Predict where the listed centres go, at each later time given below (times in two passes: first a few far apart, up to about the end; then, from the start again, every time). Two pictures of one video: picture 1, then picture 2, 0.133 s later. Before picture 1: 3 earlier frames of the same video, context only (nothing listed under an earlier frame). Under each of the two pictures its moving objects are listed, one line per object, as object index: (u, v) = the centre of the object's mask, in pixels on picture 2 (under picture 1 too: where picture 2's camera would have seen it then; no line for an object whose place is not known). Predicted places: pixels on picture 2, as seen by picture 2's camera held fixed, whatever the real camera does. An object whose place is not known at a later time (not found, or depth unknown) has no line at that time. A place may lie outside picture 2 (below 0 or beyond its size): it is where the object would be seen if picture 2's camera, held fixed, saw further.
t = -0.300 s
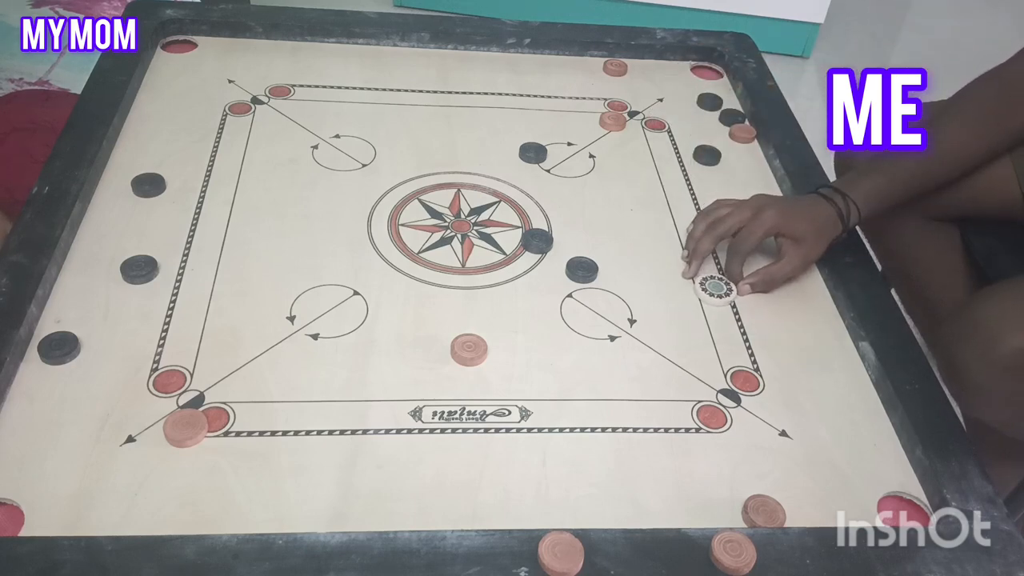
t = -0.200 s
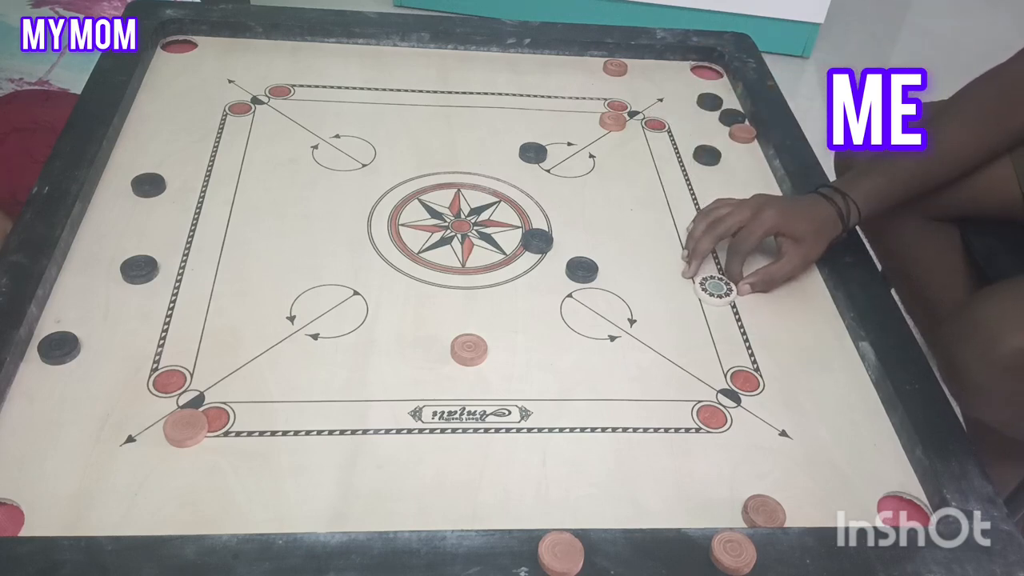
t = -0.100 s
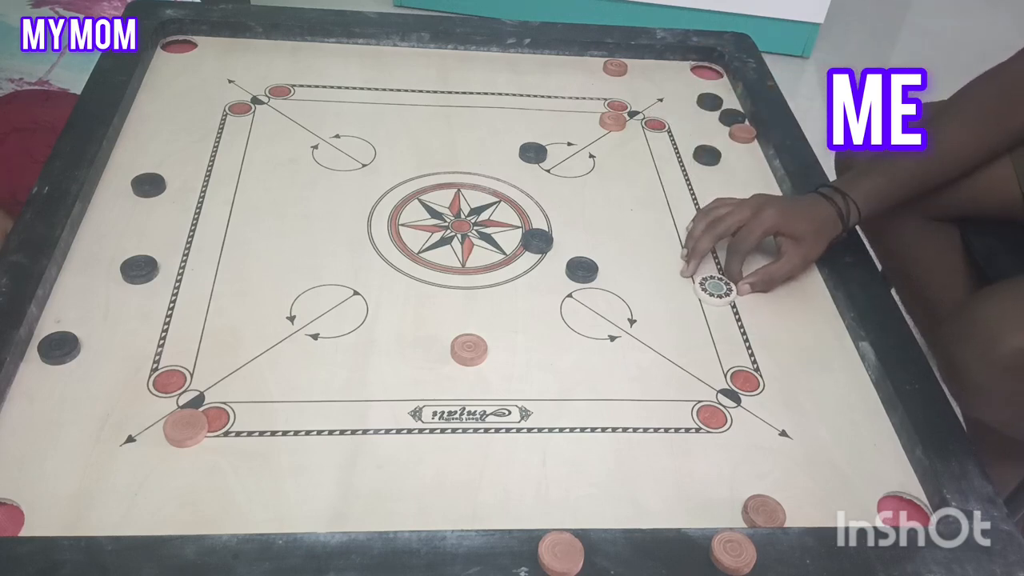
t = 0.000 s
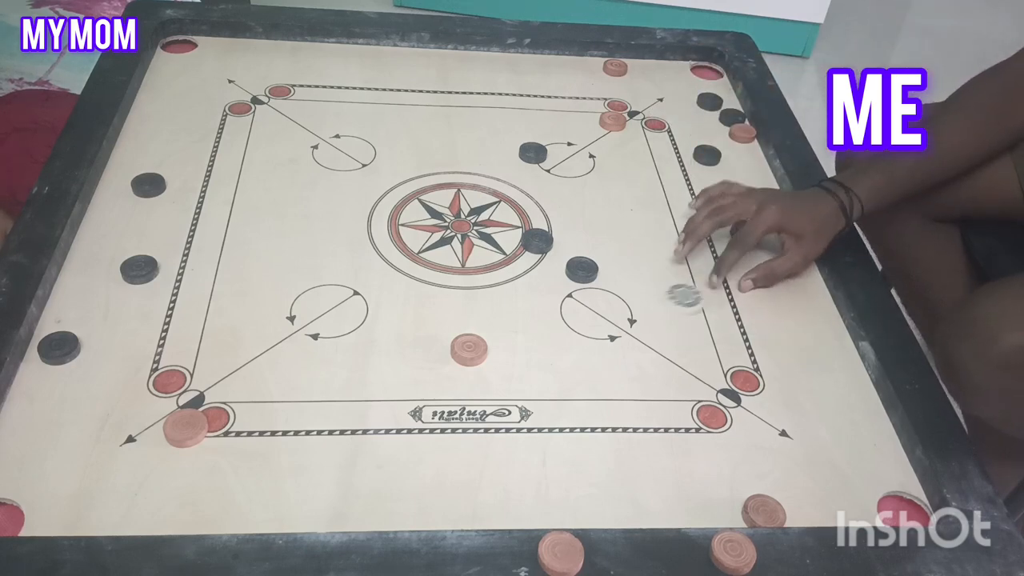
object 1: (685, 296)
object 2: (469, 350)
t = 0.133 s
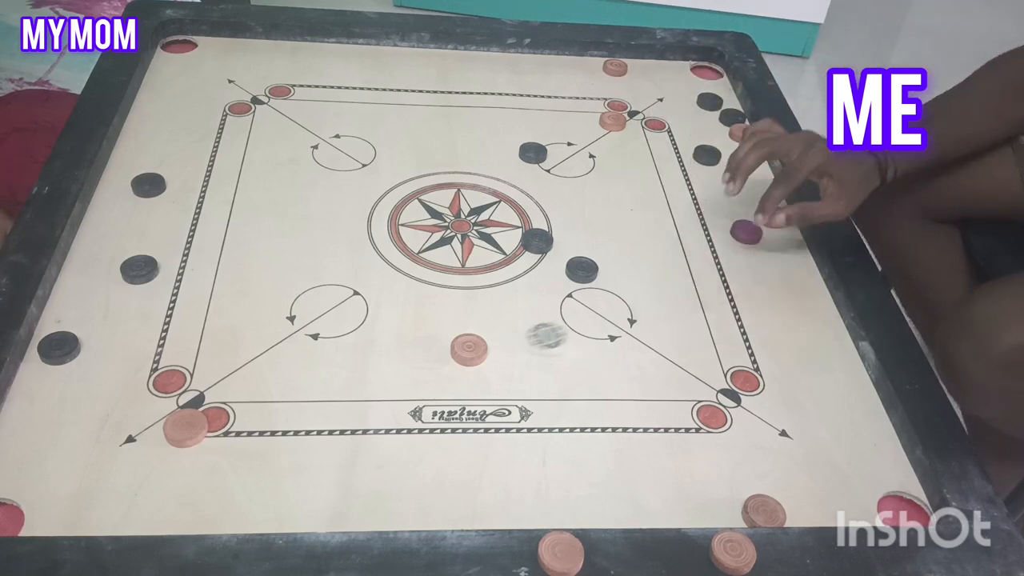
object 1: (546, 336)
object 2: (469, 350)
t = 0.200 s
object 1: (494, 358)
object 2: (431, 352)
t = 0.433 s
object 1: (381, 433)
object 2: (159, 386)
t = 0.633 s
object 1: (290, 507)
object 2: (58, 419)
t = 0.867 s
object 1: (237, 486)
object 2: (158, 463)
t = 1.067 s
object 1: (246, 470)
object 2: (137, 482)
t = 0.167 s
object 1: (511, 347)
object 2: (469, 350)
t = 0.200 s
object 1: (494, 358)
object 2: (431, 352)
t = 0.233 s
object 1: (477, 368)
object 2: (388, 357)
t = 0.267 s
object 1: (460, 378)
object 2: (347, 362)
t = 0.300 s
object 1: (444, 388)
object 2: (309, 366)
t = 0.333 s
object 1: (428, 401)
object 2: (269, 372)
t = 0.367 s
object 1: (412, 412)
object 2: (231, 376)
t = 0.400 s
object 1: (398, 421)
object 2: (196, 380)
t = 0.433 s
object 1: (381, 433)
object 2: (159, 386)
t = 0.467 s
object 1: (367, 443)
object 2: (119, 391)
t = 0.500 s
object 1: (352, 454)
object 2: (86, 396)
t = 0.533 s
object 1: (336, 468)
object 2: (50, 401)
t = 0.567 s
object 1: (321, 481)
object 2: (25, 406)
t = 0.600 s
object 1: (305, 493)
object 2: (41, 412)
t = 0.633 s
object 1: (290, 507)
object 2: (58, 419)
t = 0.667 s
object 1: (275, 516)
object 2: (74, 426)
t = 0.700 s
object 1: (265, 516)
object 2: (89, 432)
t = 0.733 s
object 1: (258, 511)
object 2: (104, 438)
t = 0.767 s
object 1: (252, 505)
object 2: (118, 444)
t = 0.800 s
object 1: (246, 498)
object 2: (132, 451)
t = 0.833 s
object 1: (241, 492)
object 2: (146, 457)
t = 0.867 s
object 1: (237, 486)
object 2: (158, 463)
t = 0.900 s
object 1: (232, 481)
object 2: (170, 470)
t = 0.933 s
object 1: (230, 477)
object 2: (173, 474)
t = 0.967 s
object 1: (234, 474)
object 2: (163, 476)
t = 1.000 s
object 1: (239, 473)
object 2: (153, 478)
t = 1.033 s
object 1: (242, 471)
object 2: (145, 480)
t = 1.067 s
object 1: (246, 470)
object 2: (137, 482)
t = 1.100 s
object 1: (250, 469)
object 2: (130, 484)
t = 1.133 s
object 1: (253, 468)
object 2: (124, 486)
